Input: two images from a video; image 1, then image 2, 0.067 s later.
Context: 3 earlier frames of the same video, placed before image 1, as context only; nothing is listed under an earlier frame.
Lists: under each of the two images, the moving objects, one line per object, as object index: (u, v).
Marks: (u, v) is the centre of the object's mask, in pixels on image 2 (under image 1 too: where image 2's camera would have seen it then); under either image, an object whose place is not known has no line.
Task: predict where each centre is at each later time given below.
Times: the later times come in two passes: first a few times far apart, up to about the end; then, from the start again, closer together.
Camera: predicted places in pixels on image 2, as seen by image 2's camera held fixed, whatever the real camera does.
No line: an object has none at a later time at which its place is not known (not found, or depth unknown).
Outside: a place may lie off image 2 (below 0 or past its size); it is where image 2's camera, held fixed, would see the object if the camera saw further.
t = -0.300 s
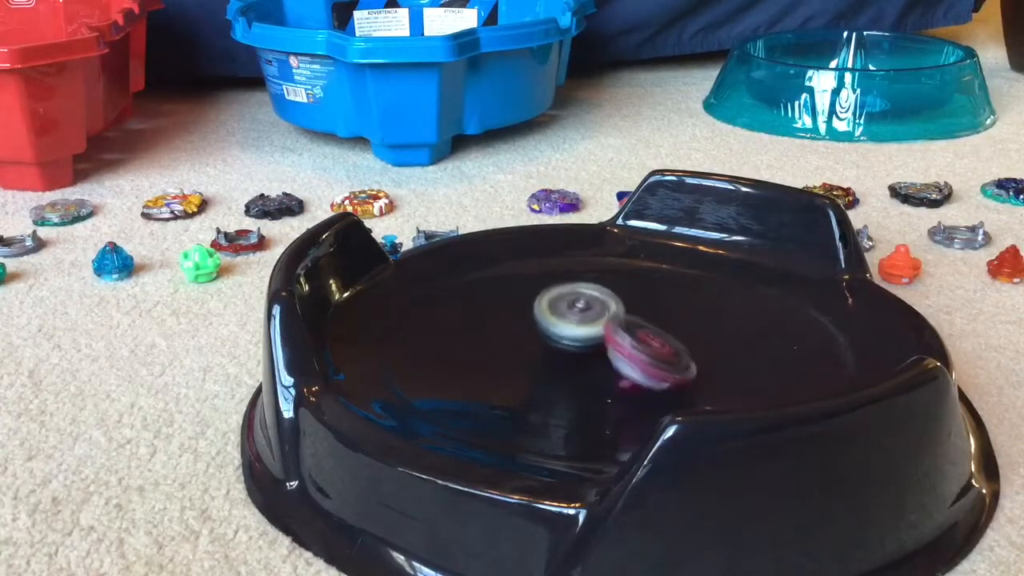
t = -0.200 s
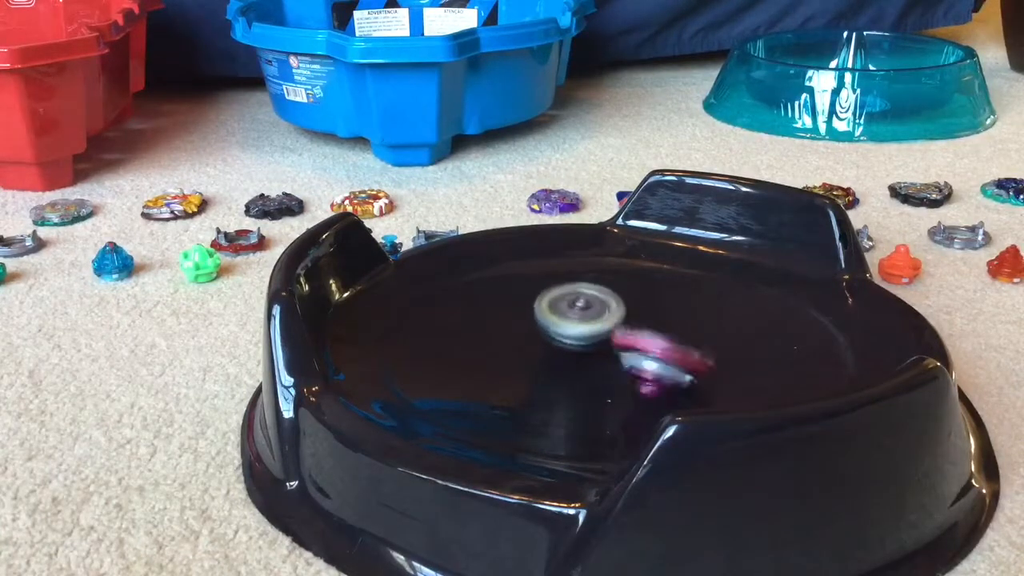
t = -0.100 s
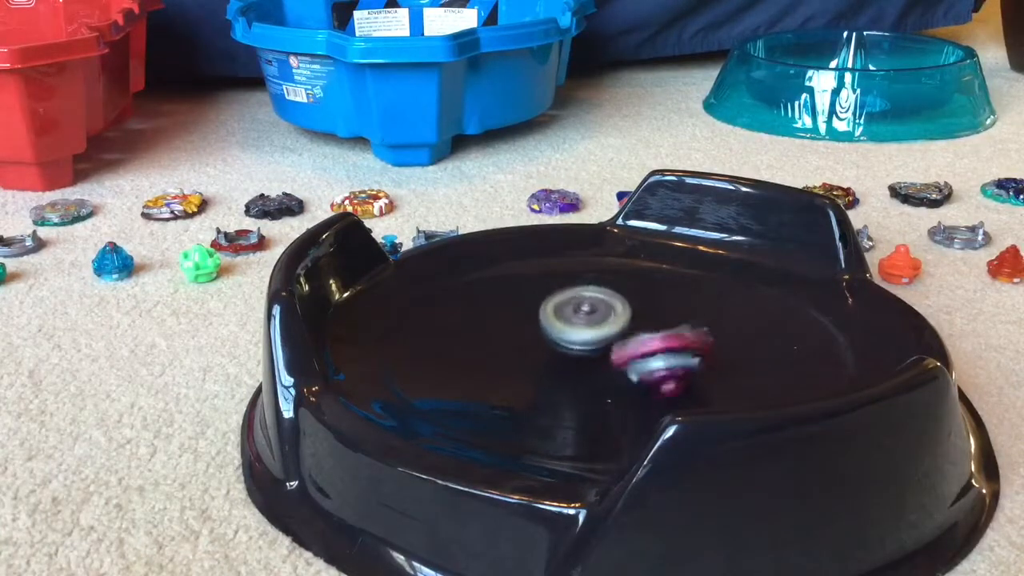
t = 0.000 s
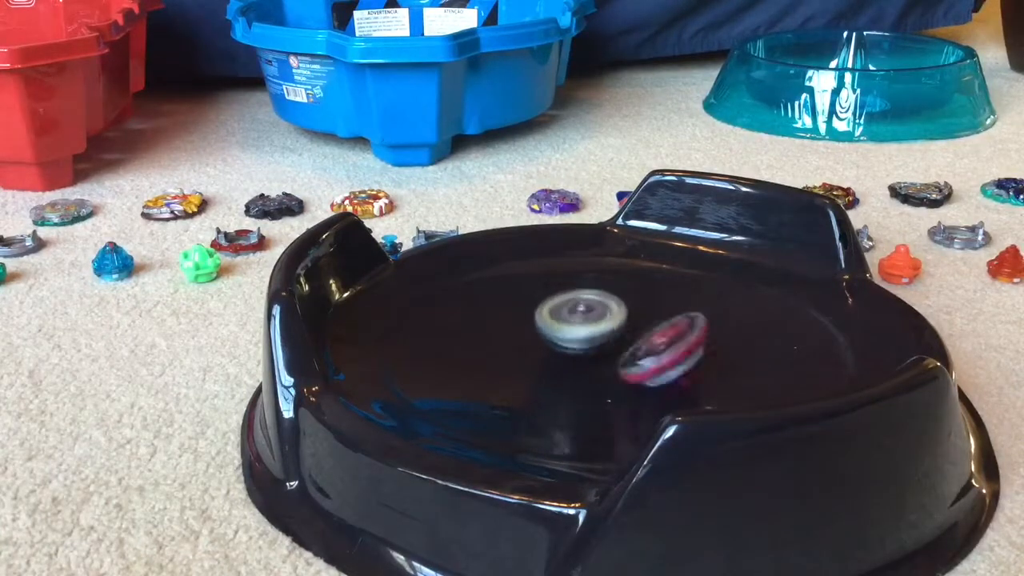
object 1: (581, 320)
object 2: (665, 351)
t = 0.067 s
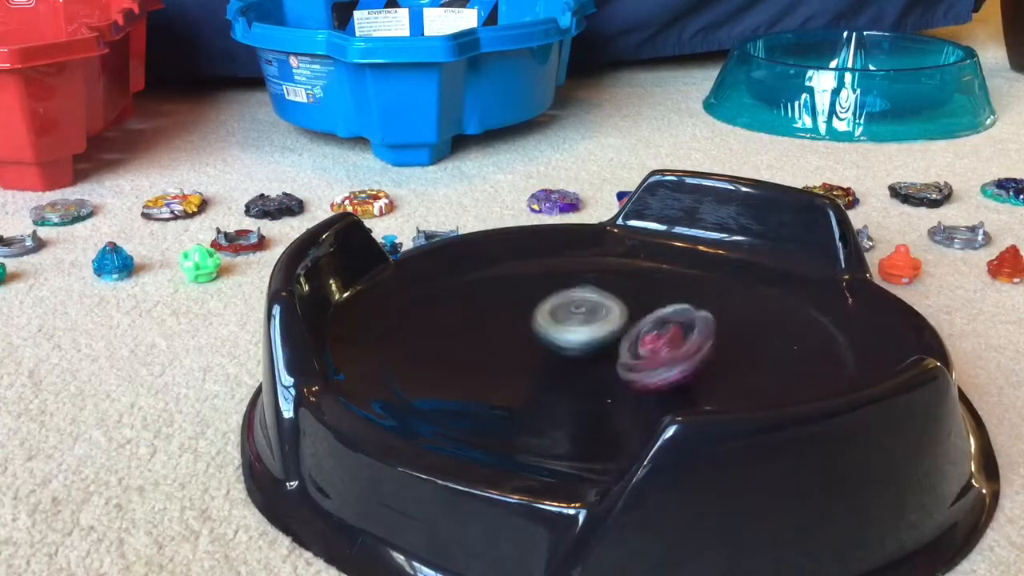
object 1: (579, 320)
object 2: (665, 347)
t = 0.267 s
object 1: (568, 317)
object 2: (689, 358)
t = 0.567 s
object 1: (566, 322)
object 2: (654, 357)
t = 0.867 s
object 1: (567, 321)
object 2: (648, 362)
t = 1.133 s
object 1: (575, 326)
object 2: (664, 355)
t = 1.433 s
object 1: (552, 327)
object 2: (658, 328)
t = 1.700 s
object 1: (507, 323)
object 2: (666, 322)
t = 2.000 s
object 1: (541, 338)
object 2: (606, 313)
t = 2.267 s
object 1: (568, 352)
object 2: (626, 322)
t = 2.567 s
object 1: (574, 352)
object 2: (654, 323)
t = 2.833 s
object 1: (603, 355)
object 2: (616, 305)
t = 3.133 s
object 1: (615, 368)
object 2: (634, 314)
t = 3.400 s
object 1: (594, 364)
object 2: (641, 322)
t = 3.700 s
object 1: (570, 347)
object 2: (643, 333)
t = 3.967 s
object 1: (569, 340)
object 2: (644, 332)
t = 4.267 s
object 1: (575, 344)
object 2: (645, 333)
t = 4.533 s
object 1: (575, 344)
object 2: (645, 333)
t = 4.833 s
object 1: (575, 344)
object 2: (645, 333)
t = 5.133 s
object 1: (575, 344)
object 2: (645, 334)
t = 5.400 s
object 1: (575, 344)
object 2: (645, 334)
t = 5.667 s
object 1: (575, 344)
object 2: (645, 333)
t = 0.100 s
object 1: (571, 317)
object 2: (675, 348)
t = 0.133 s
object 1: (567, 315)
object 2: (683, 357)
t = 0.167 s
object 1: (566, 315)
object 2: (689, 354)
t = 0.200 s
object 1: (567, 315)
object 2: (692, 351)
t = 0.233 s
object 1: (568, 316)
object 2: (690, 354)
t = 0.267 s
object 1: (568, 317)
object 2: (689, 358)
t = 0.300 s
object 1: (568, 319)
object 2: (688, 361)
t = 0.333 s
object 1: (568, 319)
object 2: (684, 361)
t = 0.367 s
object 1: (569, 320)
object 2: (678, 361)
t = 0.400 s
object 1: (569, 321)
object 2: (674, 363)
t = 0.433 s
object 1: (569, 322)
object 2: (669, 364)
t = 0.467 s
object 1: (570, 323)
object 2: (664, 360)
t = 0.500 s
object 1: (571, 324)
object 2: (657, 356)
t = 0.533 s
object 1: (572, 324)
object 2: (652, 356)
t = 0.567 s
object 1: (566, 322)
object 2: (654, 357)
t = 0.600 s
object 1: (562, 321)
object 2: (654, 358)
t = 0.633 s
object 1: (562, 319)
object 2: (651, 359)
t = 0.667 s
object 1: (562, 319)
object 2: (652, 361)
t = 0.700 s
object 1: (563, 319)
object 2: (655, 361)
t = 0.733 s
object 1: (564, 320)
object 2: (656, 363)
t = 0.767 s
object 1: (565, 319)
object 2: (657, 366)
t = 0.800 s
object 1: (566, 320)
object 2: (656, 363)
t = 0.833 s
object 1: (566, 321)
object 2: (652, 361)
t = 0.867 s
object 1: (567, 321)
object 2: (648, 362)
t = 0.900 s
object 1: (569, 322)
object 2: (648, 363)
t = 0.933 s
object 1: (570, 323)
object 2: (648, 366)
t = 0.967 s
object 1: (569, 323)
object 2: (654, 364)
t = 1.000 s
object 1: (570, 322)
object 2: (656, 361)
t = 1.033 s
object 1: (571, 322)
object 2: (661, 364)
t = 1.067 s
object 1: (573, 323)
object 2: (662, 361)
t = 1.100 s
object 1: (574, 324)
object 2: (662, 358)
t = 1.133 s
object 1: (575, 326)
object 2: (664, 355)
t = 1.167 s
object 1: (576, 326)
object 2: (664, 352)
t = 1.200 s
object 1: (576, 326)
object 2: (662, 349)
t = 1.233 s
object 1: (572, 326)
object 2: (665, 348)
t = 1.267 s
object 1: (567, 328)
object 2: (669, 345)
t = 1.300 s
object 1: (566, 327)
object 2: (669, 339)
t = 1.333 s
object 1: (567, 328)
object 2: (665, 335)
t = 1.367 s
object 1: (568, 328)
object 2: (660, 333)
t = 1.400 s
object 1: (567, 328)
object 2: (655, 331)
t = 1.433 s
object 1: (552, 327)
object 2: (658, 328)
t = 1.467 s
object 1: (532, 324)
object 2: (670, 323)
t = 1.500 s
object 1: (516, 323)
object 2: (678, 319)
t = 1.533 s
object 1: (505, 323)
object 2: (680, 317)
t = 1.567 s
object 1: (500, 324)
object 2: (680, 316)
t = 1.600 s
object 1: (502, 323)
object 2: (680, 316)
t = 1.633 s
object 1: (503, 323)
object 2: (678, 318)
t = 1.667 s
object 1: (506, 322)
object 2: (673, 320)
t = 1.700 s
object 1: (507, 323)
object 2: (666, 322)
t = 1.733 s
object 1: (510, 324)
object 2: (657, 325)
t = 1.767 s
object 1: (512, 325)
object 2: (646, 327)
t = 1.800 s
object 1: (515, 327)
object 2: (634, 329)
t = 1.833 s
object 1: (517, 328)
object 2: (621, 330)
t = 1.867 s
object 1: (521, 330)
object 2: (611, 329)
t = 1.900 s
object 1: (525, 332)
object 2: (605, 326)
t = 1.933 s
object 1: (531, 334)
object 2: (604, 321)
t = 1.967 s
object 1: (536, 336)
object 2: (604, 316)
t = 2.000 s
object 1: (541, 338)
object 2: (606, 313)
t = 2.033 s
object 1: (544, 339)
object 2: (607, 312)
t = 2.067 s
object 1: (548, 341)
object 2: (610, 311)
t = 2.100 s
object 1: (552, 343)
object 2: (610, 311)
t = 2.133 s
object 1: (557, 345)
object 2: (613, 312)
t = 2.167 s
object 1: (559, 347)
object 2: (616, 313)
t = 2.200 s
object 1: (562, 348)
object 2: (617, 316)
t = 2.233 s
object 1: (564, 351)
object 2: (621, 319)
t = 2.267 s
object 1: (568, 352)
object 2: (626, 322)
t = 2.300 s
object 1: (567, 352)
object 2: (631, 324)
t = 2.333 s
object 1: (568, 352)
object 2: (637, 325)
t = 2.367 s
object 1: (563, 354)
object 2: (643, 325)
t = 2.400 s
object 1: (559, 356)
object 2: (648, 325)
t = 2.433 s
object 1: (560, 356)
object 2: (651, 324)
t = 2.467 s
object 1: (560, 356)
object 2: (655, 323)
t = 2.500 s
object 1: (566, 355)
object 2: (655, 322)
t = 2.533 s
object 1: (569, 354)
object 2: (655, 322)
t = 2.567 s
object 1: (574, 352)
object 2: (654, 323)
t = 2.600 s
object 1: (576, 352)
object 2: (652, 324)
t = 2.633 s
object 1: (580, 351)
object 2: (651, 324)
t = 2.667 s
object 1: (584, 352)
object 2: (648, 324)
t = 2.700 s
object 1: (587, 353)
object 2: (645, 321)
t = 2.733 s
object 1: (593, 354)
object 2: (639, 316)
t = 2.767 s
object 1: (596, 354)
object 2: (631, 311)
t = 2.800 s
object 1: (600, 355)
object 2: (622, 306)
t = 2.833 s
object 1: (603, 355)
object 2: (616, 305)
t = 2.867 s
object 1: (605, 356)
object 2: (611, 305)
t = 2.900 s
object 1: (605, 358)
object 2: (610, 306)
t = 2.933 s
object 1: (603, 359)
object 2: (618, 307)
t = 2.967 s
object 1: (604, 361)
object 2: (624, 309)
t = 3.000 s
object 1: (606, 362)
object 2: (628, 310)
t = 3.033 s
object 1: (610, 364)
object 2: (631, 311)
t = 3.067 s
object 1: (612, 366)
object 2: (634, 312)
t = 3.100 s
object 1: (614, 365)
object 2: (634, 313)
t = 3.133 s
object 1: (615, 368)
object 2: (634, 314)
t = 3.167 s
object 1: (619, 368)
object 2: (634, 315)
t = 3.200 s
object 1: (620, 369)
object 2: (632, 315)
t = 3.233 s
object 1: (621, 367)
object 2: (631, 315)
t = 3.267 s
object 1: (621, 366)
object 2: (633, 314)
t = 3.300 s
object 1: (613, 367)
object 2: (637, 317)
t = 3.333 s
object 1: (604, 368)
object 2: (641, 319)
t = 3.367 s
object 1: (598, 366)
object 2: (641, 321)
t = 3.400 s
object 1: (594, 364)
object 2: (641, 322)
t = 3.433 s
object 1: (589, 363)
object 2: (641, 326)
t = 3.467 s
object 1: (588, 362)
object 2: (640, 327)
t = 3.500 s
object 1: (585, 360)
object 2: (640, 329)
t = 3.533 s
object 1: (581, 359)
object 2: (641, 331)
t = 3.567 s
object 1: (576, 357)
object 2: (643, 332)
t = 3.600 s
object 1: (570, 355)
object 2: (643, 332)
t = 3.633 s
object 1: (569, 353)
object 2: (643, 332)
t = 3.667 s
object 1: (569, 350)
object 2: (643, 332)
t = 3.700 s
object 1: (570, 347)
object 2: (643, 333)
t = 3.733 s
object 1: (572, 345)
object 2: (644, 333)
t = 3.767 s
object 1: (574, 344)
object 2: (644, 333)
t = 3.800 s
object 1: (574, 343)
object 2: (644, 333)
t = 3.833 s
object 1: (572, 341)
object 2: (644, 332)
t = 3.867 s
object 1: (570, 340)
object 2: (644, 332)
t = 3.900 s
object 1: (570, 340)
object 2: (644, 332)
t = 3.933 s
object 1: (569, 340)
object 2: (644, 332)
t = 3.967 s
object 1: (569, 340)
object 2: (644, 332)
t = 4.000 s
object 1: (570, 340)
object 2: (644, 332)
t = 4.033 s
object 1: (571, 341)
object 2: (644, 333)
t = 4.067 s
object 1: (573, 342)
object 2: (644, 333)
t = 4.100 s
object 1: (574, 343)
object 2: (645, 333)
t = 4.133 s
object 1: (575, 344)
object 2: (645, 333)
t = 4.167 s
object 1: (575, 344)
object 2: (645, 333)
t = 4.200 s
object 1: (575, 344)
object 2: (645, 333)
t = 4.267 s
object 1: (575, 344)
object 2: (645, 333)
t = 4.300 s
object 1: (575, 344)
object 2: (645, 333)
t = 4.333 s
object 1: (575, 344)
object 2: (645, 333)
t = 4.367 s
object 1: (575, 344)
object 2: (645, 333)
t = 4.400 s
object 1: (575, 343)
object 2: (645, 333)
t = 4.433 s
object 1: (575, 344)
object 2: (645, 333)
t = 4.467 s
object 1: (575, 344)
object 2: (645, 333)
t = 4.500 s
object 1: (575, 344)
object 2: (645, 333)
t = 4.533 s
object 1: (575, 344)
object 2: (645, 333)
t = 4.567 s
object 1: (575, 344)
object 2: (645, 333)
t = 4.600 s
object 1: (575, 344)
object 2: (645, 333)
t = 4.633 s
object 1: (575, 344)
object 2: (645, 334)
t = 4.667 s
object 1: (575, 344)
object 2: (645, 333)
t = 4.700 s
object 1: (575, 344)
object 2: (645, 333)
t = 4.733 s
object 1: (575, 344)
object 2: (645, 333)
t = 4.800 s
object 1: (575, 344)
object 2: (645, 334)
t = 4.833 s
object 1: (575, 344)
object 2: (645, 333)
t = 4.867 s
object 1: (575, 344)
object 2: (645, 333)
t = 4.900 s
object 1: (575, 344)
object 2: (645, 333)
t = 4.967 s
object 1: (575, 344)
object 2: (645, 334)
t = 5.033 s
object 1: (575, 344)
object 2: (645, 334)
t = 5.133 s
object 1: (575, 344)
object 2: (645, 334)
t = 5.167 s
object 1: (575, 344)
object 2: (645, 334)
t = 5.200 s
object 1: (575, 344)
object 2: (645, 334)
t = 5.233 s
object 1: (575, 344)
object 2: (645, 334)
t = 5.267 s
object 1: (575, 344)
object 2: (645, 334)
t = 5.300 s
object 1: (575, 344)
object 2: (645, 334)
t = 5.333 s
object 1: (575, 344)
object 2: (645, 334)
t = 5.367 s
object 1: (575, 344)
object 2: (645, 334)
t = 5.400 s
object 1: (575, 344)
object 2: (645, 334)
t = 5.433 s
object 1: (575, 344)
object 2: (645, 333)
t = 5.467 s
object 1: (575, 344)
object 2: (645, 333)
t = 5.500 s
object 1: (575, 344)
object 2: (645, 333)
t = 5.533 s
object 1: (575, 344)
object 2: (645, 333)
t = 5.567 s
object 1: (575, 344)
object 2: (645, 333)
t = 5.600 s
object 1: (575, 344)
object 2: (645, 333)
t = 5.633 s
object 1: (575, 344)
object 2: (645, 333)
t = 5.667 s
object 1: (575, 344)
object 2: (645, 333)
